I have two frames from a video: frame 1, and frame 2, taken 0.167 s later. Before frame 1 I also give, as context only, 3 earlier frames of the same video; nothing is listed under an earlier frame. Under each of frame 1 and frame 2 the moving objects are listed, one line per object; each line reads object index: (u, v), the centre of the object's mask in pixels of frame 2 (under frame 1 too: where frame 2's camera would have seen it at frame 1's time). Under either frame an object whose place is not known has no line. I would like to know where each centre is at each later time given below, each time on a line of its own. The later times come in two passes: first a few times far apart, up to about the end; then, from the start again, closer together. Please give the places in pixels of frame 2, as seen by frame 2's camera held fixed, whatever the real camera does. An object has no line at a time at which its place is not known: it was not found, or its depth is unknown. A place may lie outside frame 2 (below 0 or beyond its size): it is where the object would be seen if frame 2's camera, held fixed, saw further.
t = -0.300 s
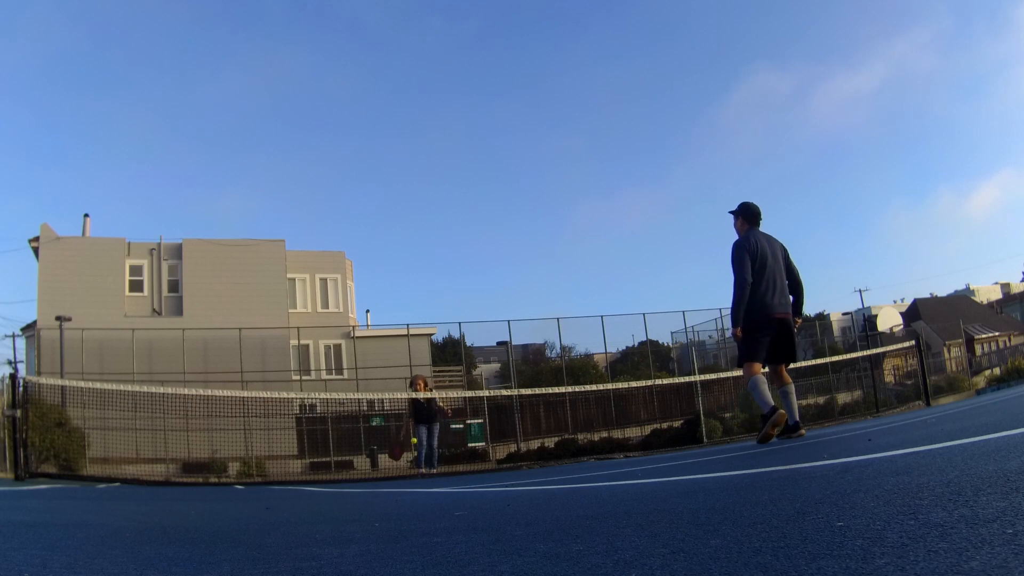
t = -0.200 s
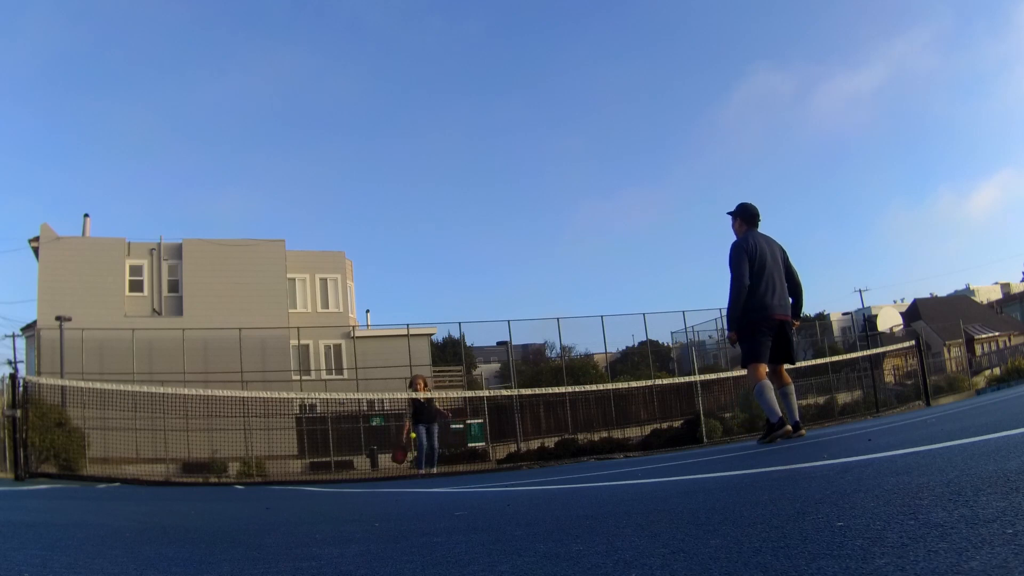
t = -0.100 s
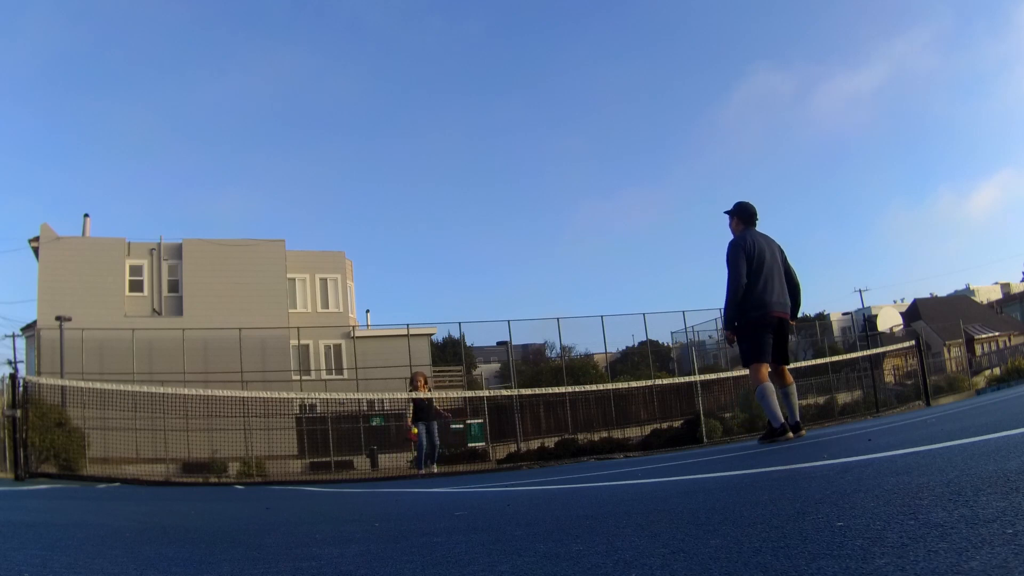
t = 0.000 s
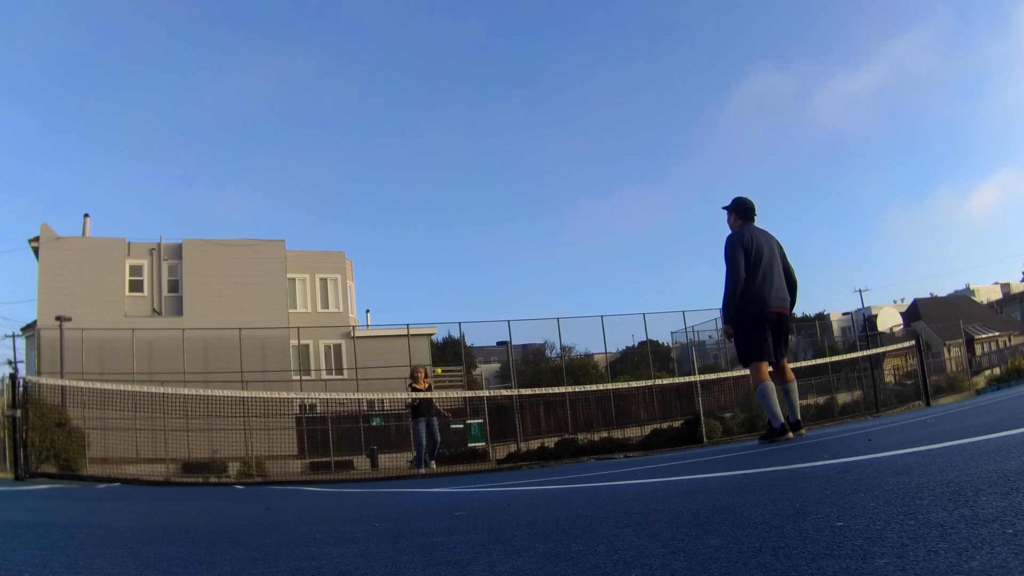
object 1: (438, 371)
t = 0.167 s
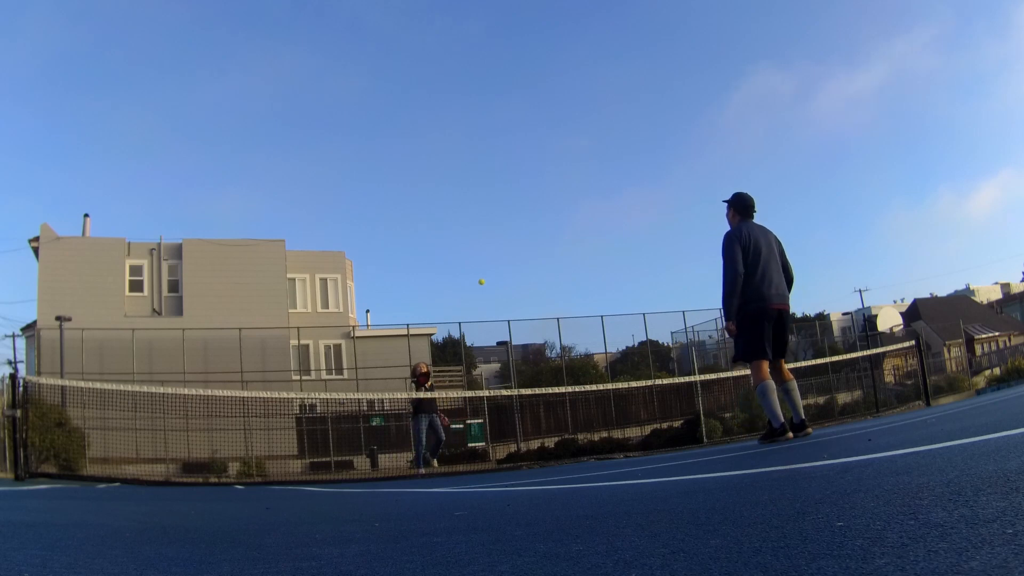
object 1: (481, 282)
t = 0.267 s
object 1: (510, 235)
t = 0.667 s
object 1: (650, 118)
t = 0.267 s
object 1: (510, 235)
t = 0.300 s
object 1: (520, 221)
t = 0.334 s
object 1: (530, 208)
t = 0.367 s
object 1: (541, 195)
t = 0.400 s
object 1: (551, 183)
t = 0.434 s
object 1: (563, 172)
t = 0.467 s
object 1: (574, 161)
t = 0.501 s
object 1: (586, 152)
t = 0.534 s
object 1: (598, 143)
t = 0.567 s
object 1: (610, 136)
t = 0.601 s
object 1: (623, 129)
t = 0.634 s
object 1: (636, 123)
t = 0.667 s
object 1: (650, 118)
